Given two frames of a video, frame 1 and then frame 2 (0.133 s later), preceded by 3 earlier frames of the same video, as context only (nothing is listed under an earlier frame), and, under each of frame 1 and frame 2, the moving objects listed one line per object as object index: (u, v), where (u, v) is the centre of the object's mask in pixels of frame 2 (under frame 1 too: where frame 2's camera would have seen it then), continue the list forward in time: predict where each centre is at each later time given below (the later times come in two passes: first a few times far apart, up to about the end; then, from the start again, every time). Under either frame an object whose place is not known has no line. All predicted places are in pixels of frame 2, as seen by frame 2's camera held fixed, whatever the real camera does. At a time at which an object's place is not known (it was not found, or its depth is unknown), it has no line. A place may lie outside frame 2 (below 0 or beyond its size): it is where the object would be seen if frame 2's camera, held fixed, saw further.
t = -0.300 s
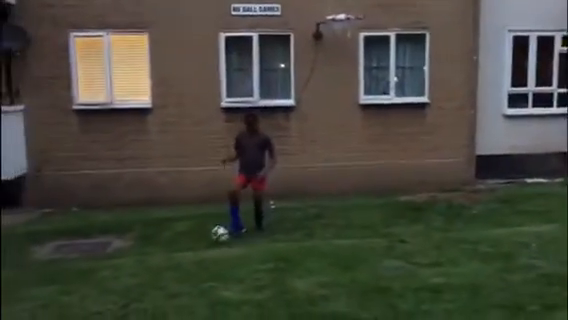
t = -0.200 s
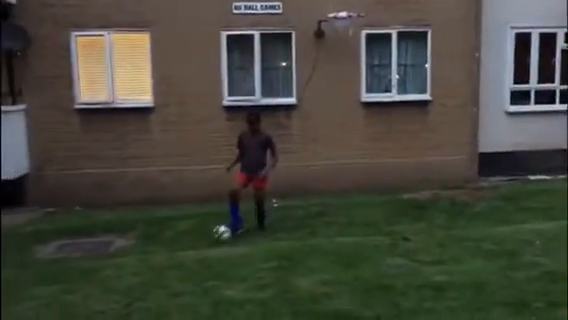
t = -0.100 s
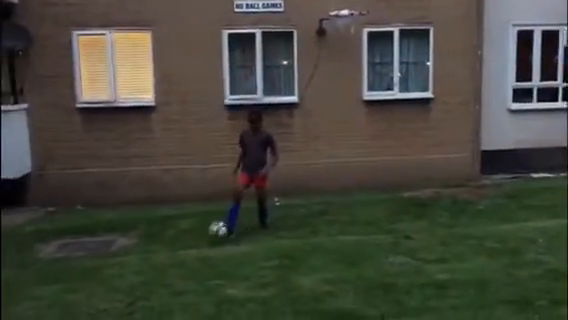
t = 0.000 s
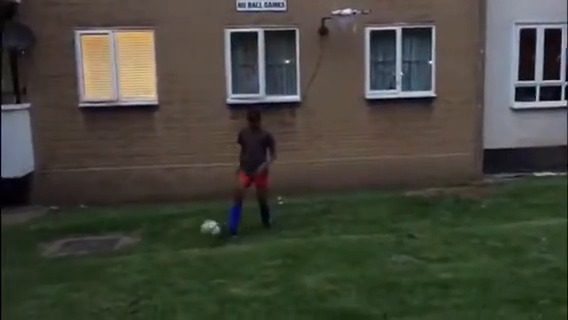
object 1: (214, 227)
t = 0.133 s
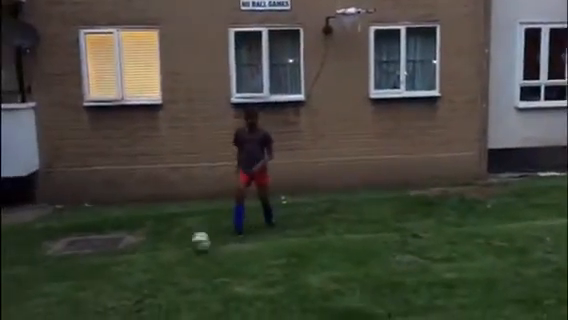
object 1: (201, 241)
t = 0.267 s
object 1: (191, 241)
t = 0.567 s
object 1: (177, 251)
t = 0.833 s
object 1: (168, 255)
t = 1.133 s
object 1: (165, 256)
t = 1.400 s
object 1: (166, 255)
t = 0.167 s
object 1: (198, 246)
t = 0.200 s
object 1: (195, 245)
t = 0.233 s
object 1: (193, 244)
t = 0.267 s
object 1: (191, 241)
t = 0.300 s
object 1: (190, 242)
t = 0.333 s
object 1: (187, 242)
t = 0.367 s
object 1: (186, 244)
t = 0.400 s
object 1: (185, 247)
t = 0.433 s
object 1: (184, 249)
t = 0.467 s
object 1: (182, 250)
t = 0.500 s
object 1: (180, 250)
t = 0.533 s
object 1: (179, 250)
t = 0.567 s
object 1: (177, 251)
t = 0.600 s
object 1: (176, 253)
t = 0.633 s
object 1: (174, 252)
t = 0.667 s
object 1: (172, 252)
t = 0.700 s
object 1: (171, 253)
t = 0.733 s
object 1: (169, 254)
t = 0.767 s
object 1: (168, 254)
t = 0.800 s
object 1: (169, 255)
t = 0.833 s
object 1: (168, 255)
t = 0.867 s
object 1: (167, 256)
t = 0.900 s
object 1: (166, 256)
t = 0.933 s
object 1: (166, 256)
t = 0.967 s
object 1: (166, 256)
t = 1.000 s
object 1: (165, 256)
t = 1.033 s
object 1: (165, 256)
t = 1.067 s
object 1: (164, 256)
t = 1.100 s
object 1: (164, 256)
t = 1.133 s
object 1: (165, 256)
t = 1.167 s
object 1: (165, 256)
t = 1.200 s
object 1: (165, 256)
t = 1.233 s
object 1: (165, 256)
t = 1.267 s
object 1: (165, 256)
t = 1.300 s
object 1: (165, 255)
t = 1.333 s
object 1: (166, 255)
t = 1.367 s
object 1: (166, 255)
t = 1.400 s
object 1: (166, 255)
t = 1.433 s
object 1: (166, 254)
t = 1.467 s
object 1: (167, 254)
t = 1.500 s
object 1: (167, 254)
